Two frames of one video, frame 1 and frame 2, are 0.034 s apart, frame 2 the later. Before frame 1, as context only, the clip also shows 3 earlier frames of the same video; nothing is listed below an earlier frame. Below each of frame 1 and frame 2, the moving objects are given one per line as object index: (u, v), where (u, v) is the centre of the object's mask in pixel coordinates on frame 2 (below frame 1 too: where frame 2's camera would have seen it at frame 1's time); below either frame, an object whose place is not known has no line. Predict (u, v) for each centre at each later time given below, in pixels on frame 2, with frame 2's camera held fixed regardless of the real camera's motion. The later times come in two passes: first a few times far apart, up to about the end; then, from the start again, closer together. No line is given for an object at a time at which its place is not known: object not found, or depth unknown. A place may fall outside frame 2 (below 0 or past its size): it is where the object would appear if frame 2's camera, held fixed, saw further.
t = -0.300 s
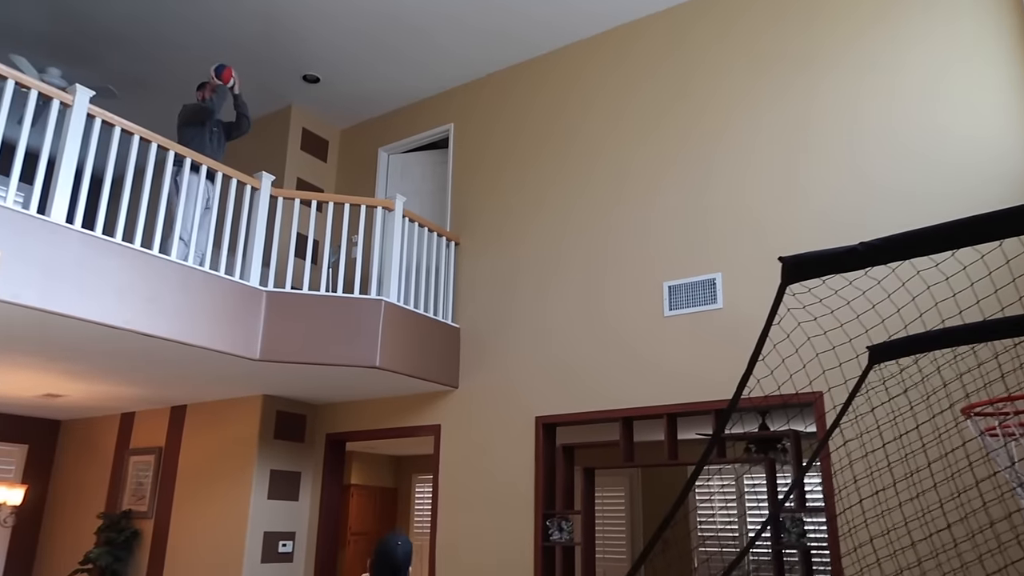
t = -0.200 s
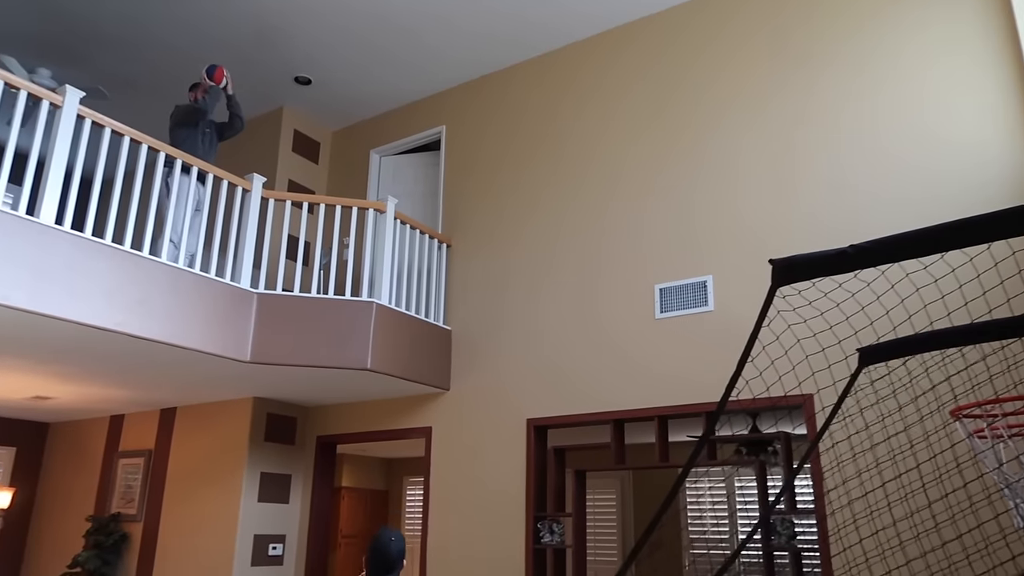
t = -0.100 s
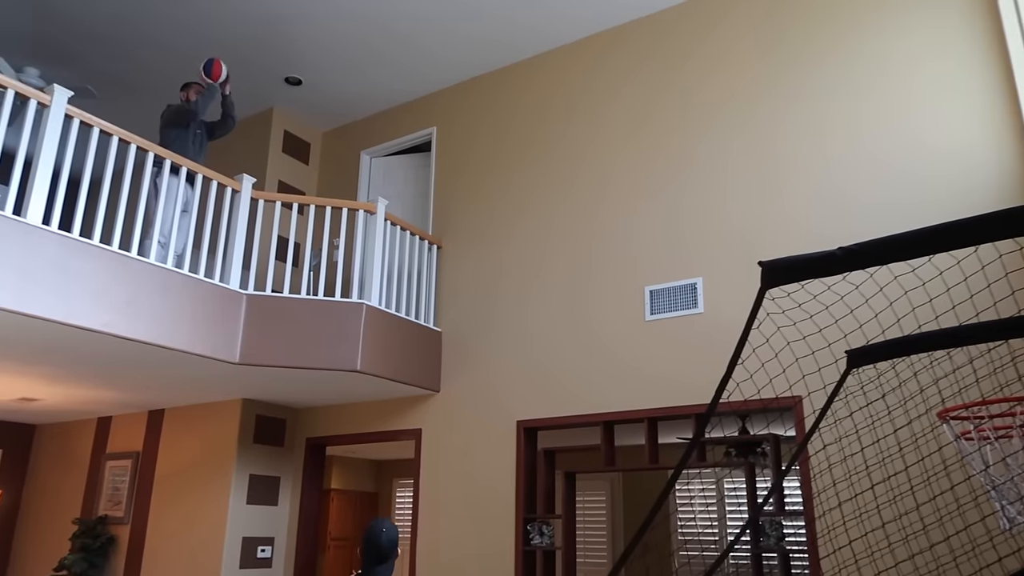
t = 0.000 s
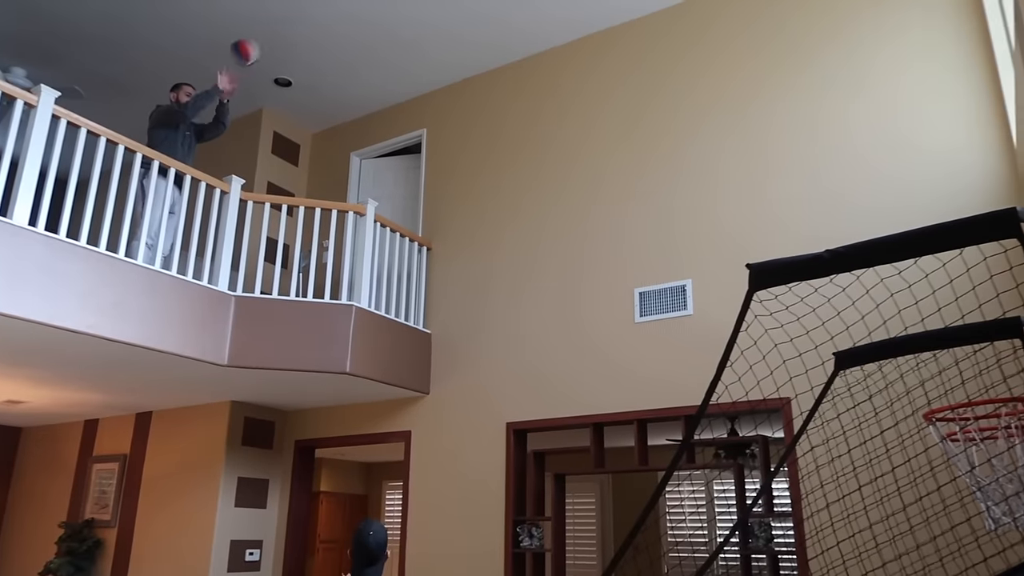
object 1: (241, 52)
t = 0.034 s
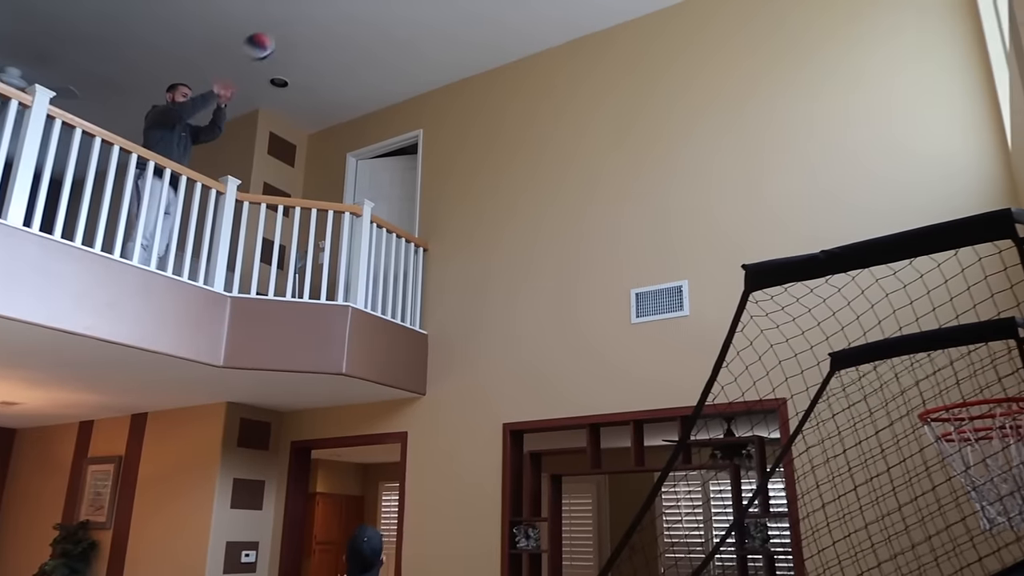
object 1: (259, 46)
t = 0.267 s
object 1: (413, 37)
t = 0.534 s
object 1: (653, 136)
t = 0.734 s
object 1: (945, 376)
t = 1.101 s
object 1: (855, 497)
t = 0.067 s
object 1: (279, 41)
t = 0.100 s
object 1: (299, 37)
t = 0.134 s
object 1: (320, 34)
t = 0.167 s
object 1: (342, 32)
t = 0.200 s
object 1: (364, 32)
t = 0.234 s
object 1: (387, 34)
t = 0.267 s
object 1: (413, 37)
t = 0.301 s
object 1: (439, 43)
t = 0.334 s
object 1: (465, 49)
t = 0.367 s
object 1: (494, 57)
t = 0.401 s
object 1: (522, 68)
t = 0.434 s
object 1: (552, 80)
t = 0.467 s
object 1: (583, 96)
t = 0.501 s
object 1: (618, 114)
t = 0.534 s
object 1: (653, 136)
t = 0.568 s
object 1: (691, 162)
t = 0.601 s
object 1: (733, 192)
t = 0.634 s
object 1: (780, 229)
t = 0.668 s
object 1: (831, 282)
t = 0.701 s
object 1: (880, 315)
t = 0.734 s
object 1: (945, 376)
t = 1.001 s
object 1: (905, 416)
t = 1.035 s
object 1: (889, 440)
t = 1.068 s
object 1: (871, 466)
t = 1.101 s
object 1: (855, 497)
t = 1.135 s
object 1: (839, 532)
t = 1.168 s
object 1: (824, 573)
